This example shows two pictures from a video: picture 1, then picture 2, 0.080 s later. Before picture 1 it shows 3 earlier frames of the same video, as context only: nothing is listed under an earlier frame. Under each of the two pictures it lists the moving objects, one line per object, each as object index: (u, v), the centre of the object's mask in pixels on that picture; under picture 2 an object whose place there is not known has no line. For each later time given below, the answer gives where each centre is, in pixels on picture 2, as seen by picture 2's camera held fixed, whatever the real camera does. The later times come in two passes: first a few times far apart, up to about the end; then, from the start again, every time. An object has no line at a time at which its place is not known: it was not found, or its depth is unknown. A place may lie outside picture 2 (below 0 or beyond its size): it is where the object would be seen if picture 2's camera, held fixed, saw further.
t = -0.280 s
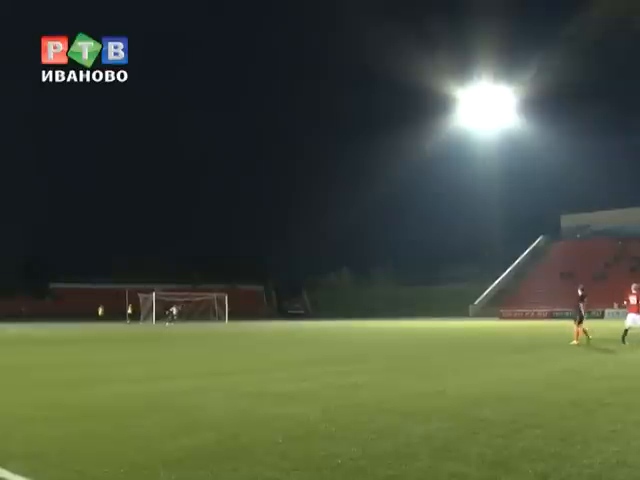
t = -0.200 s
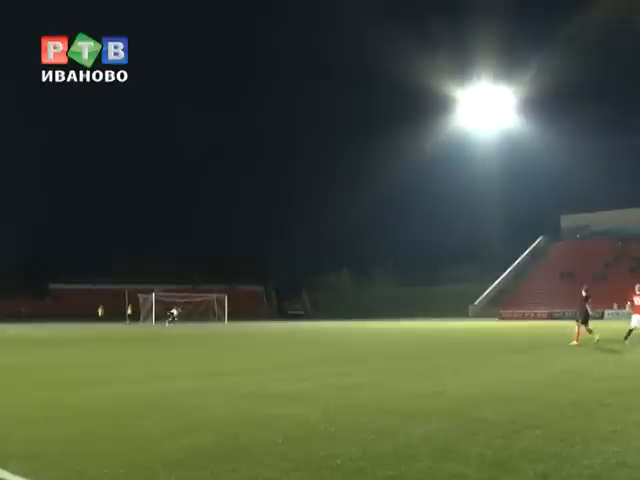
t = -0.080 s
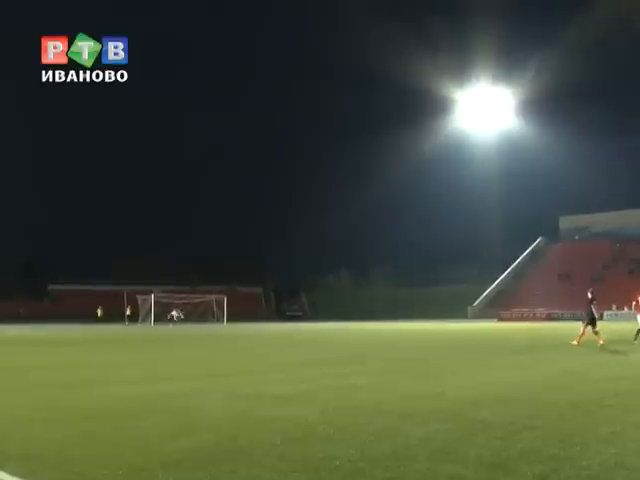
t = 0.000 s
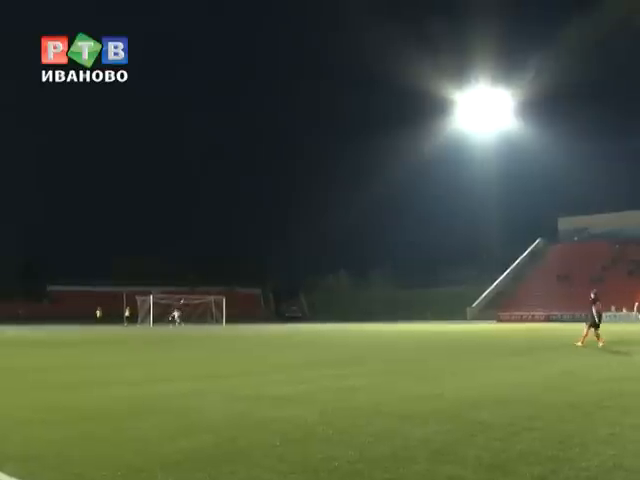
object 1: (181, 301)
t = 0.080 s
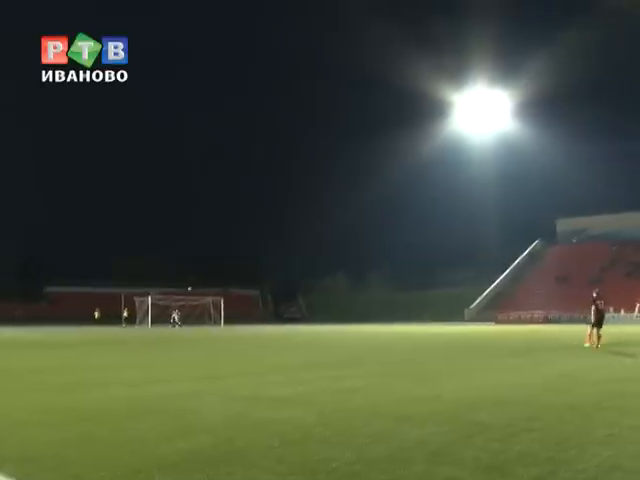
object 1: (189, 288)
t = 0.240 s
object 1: (207, 261)
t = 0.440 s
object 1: (232, 225)
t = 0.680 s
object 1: (266, 182)
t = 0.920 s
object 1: (304, 138)
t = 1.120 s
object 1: (339, 103)
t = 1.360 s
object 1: (387, 64)
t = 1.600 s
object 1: (442, 28)
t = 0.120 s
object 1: (193, 282)
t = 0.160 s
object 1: (198, 275)
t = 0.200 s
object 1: (203, 268)
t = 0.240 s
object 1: (207, 261)
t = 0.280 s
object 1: (212, 254)
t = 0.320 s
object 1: (217, 247)
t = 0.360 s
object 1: (222, 240)
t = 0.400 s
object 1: (227, 233)
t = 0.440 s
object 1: (232, 225)
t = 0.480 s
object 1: (237, 218)
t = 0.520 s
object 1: (243, 211)
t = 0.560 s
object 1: (248, 204)
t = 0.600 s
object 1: (254, 197)
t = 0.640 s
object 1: (260, 189)
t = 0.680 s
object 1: (266, 182)
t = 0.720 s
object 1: (272, 175)
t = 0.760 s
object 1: (278, 168)
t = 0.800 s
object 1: (285, 160)
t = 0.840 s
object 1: (291, 153)
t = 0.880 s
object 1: (298, 146)
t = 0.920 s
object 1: (304, 138)
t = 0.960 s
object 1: (311, 131)
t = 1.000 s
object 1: (317, 124)
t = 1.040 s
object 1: (324, 117)
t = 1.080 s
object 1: (331, 110)
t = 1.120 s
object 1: (339, 103)
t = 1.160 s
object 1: (347, 96)
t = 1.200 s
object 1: (354, 90)
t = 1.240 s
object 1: (361, 83)
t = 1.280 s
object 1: (370, 76)
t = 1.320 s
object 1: (378, 70)
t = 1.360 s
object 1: (387, 64)
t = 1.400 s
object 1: (395, 58)
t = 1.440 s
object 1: (404, 52)
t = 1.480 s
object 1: (413, 45)
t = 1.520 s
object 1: (422, 40)
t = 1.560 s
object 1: (432, 33)
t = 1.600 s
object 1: (442, 28)
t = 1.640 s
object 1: (452, 22)
